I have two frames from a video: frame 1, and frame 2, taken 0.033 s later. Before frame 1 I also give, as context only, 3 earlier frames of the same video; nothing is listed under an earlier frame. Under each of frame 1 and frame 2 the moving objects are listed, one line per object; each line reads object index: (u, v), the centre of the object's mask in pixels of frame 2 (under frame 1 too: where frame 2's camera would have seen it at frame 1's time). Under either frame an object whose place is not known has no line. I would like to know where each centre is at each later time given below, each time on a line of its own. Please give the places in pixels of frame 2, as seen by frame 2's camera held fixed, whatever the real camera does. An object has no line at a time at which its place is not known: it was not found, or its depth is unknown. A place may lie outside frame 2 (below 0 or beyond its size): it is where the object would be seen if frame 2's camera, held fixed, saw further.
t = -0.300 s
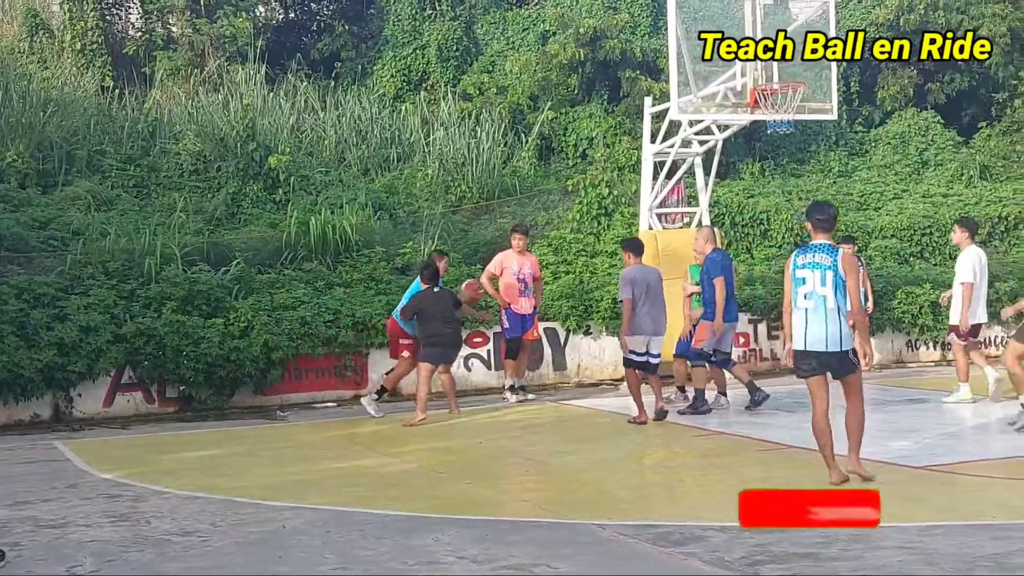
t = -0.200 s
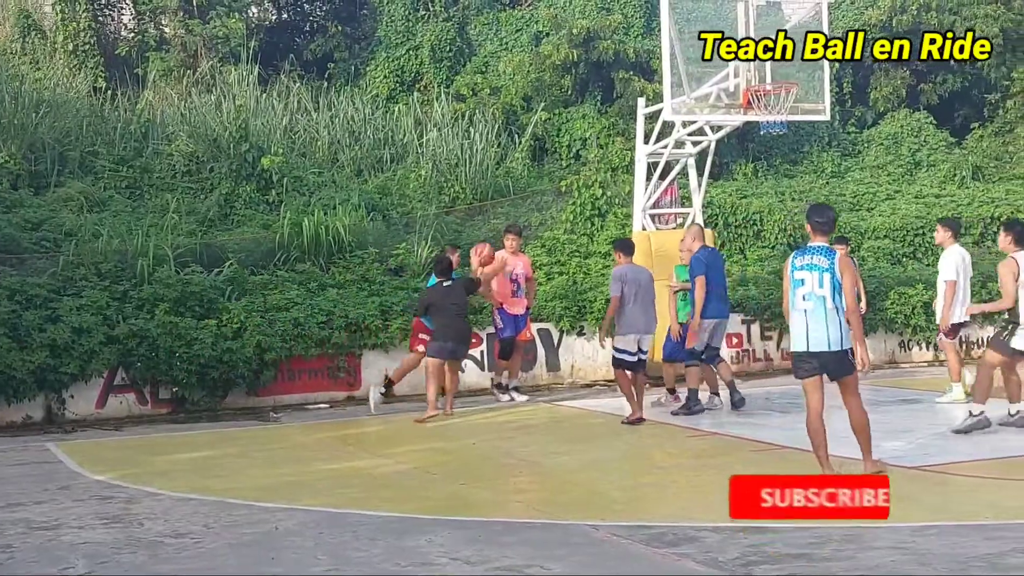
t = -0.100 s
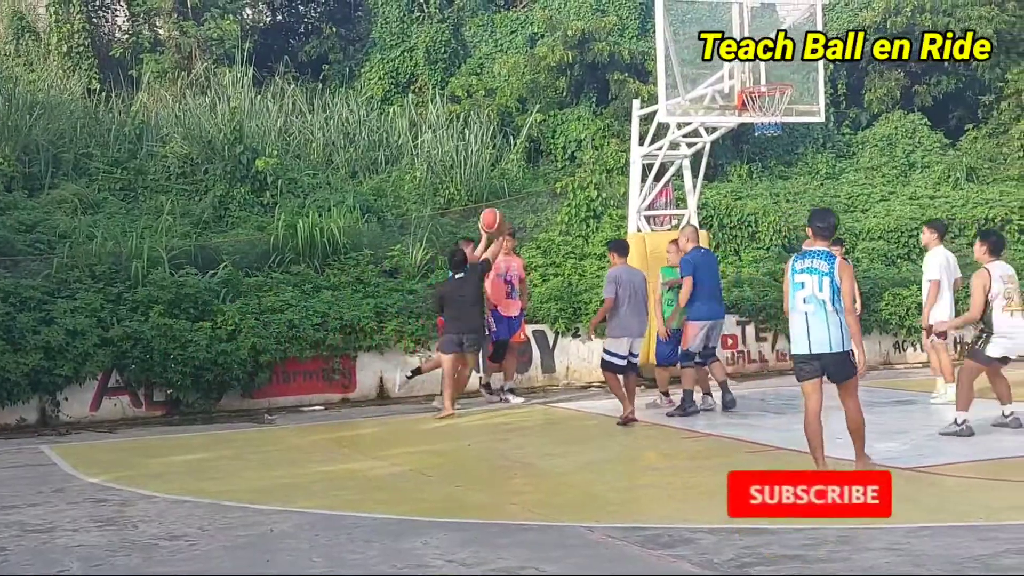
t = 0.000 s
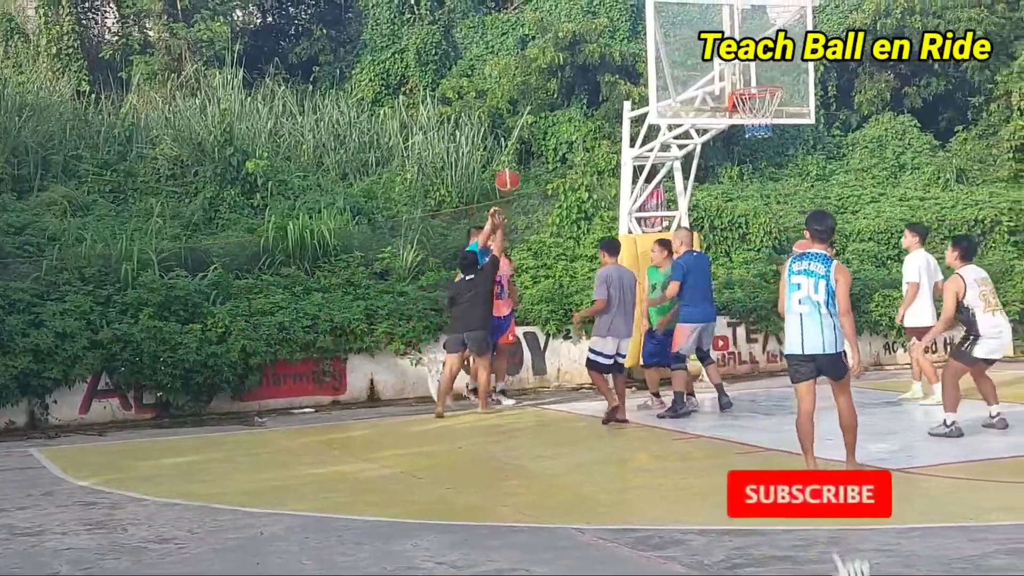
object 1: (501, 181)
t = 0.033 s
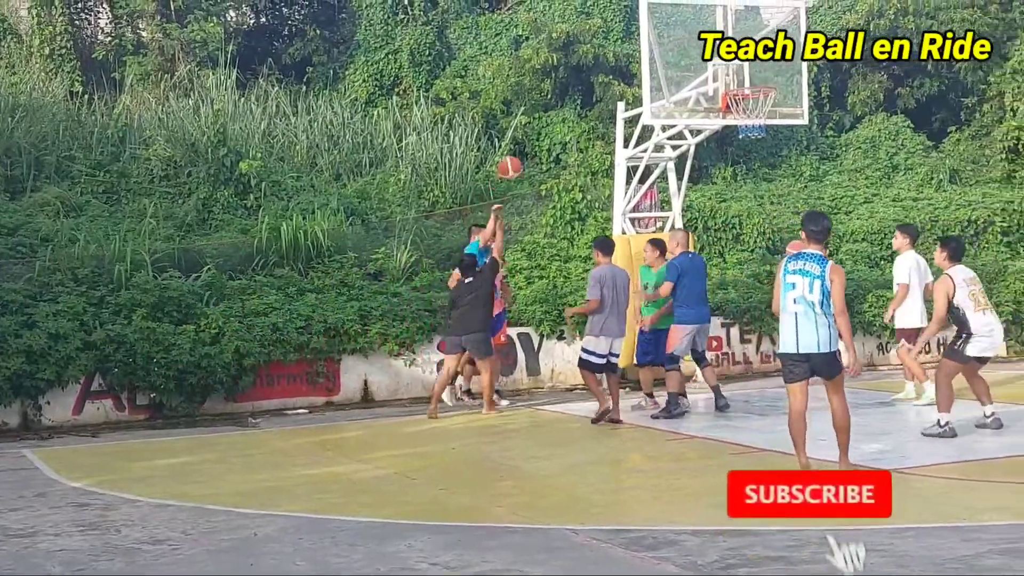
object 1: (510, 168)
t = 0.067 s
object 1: (519, 158)
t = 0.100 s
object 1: (528, 148)
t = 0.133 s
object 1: (535, 138)
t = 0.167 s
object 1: (545, 130)
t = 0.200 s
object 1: (556, 123)
